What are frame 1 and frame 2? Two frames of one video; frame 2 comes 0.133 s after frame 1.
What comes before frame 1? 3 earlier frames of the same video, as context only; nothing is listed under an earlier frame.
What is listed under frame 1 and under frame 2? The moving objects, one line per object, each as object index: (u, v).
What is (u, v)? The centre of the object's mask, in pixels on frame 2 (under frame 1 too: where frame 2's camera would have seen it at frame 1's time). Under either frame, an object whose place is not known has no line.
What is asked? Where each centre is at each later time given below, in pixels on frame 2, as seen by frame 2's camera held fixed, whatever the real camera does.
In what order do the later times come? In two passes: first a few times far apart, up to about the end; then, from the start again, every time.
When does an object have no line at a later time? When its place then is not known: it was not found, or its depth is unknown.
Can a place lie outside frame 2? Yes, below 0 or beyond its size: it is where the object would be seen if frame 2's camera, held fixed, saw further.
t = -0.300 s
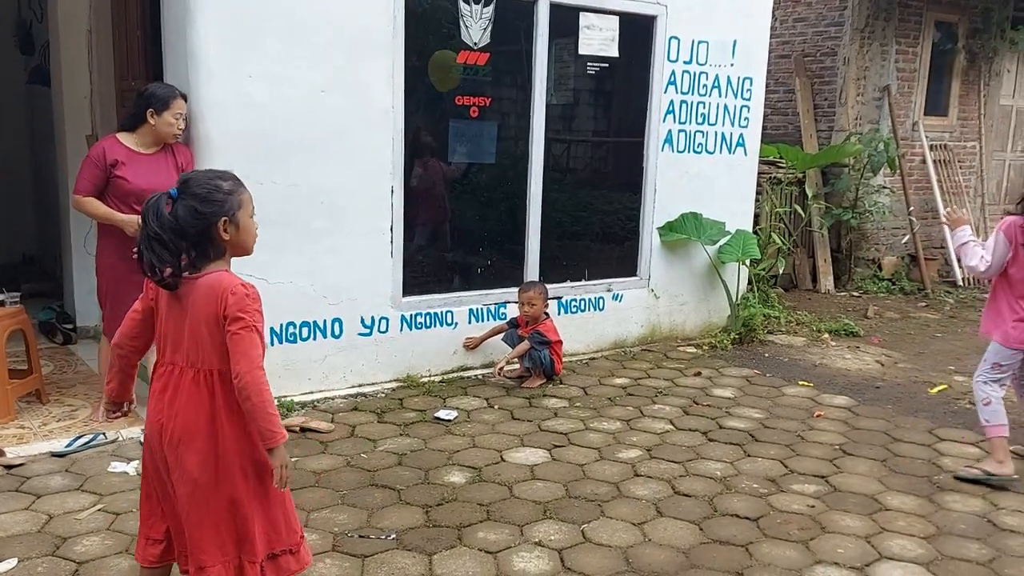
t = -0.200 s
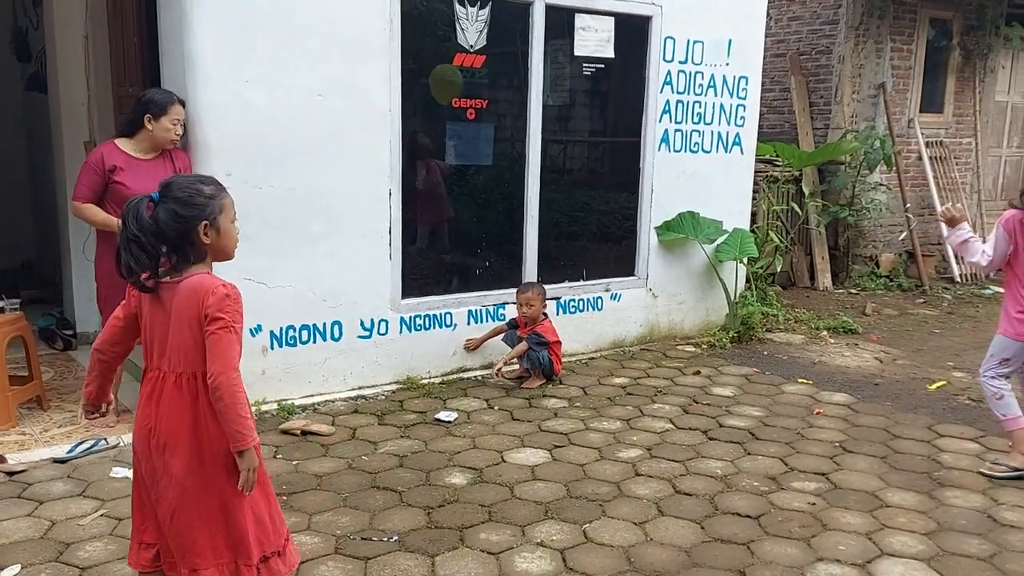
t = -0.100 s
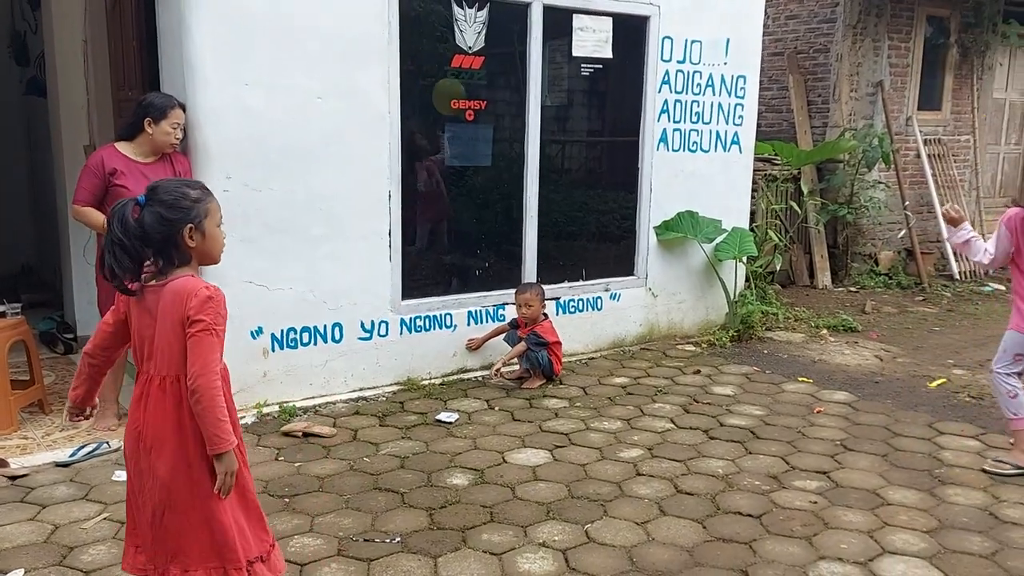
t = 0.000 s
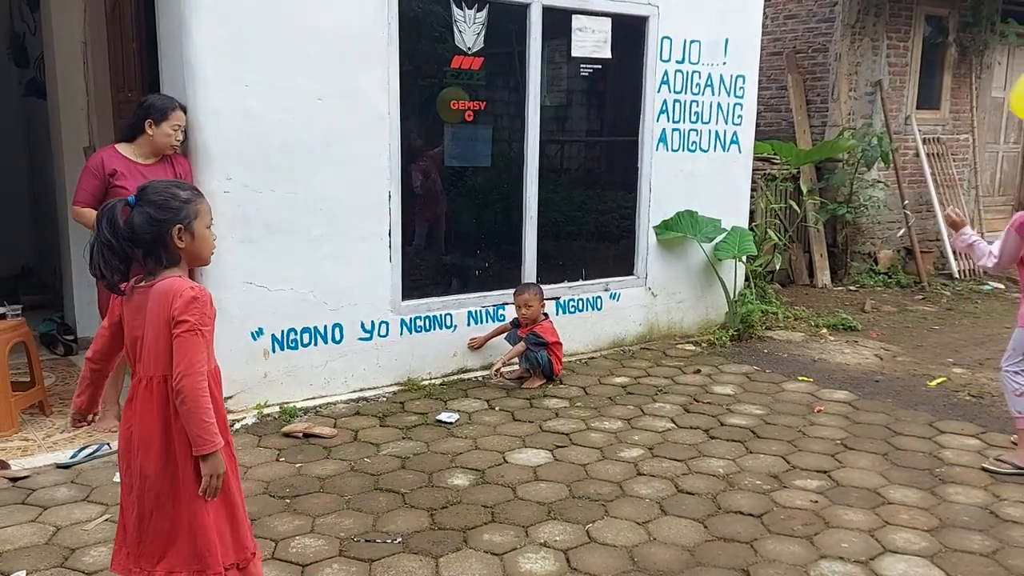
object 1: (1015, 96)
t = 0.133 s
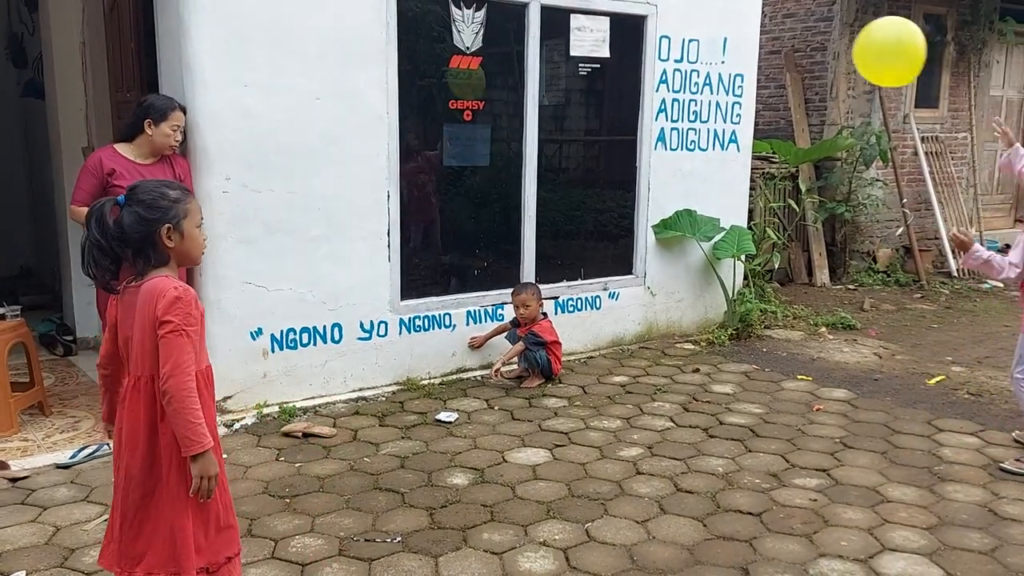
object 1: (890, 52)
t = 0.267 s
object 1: (781, 38)
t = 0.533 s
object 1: (670, 56)
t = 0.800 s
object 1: (612, 81)
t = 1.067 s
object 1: (576, 110)
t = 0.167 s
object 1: (858, 46)
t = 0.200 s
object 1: (830, 41)
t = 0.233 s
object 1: (804, 39)
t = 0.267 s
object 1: (781, 38)
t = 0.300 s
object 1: (760, 38)
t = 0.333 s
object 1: (742, 39)
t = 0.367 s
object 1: (726, 42)
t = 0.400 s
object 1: (713, 45)
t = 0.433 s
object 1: (702, 48)
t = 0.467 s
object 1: (690, 50)
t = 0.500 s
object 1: (680, 53)
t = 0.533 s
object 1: (670, 56)
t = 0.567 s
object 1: (660, 59)
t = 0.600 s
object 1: (652, 62)
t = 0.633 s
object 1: (644, 65)
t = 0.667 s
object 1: (636, 69)
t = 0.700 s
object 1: (630, 72)
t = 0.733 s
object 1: (623, 75)
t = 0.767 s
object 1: (617, 78)
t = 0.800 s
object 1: (612, 81)
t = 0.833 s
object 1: (606, 84)
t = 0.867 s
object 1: (601, 87)
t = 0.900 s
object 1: (596, 91)
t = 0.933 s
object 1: (591, 95)
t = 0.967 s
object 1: (587, 98)
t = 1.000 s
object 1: (583, 102)
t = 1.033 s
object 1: (580, 106)
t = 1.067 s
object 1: (576, 110)
